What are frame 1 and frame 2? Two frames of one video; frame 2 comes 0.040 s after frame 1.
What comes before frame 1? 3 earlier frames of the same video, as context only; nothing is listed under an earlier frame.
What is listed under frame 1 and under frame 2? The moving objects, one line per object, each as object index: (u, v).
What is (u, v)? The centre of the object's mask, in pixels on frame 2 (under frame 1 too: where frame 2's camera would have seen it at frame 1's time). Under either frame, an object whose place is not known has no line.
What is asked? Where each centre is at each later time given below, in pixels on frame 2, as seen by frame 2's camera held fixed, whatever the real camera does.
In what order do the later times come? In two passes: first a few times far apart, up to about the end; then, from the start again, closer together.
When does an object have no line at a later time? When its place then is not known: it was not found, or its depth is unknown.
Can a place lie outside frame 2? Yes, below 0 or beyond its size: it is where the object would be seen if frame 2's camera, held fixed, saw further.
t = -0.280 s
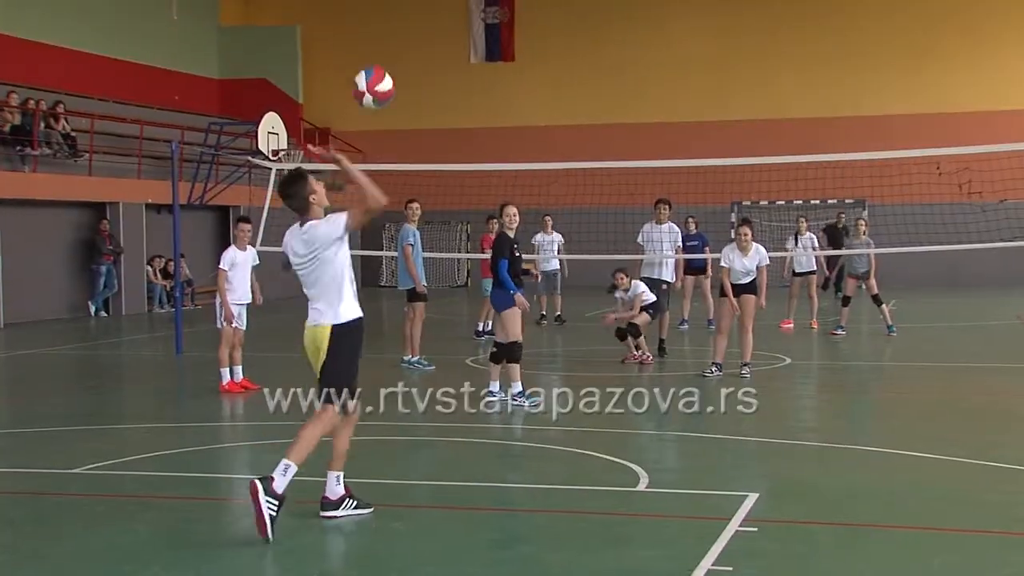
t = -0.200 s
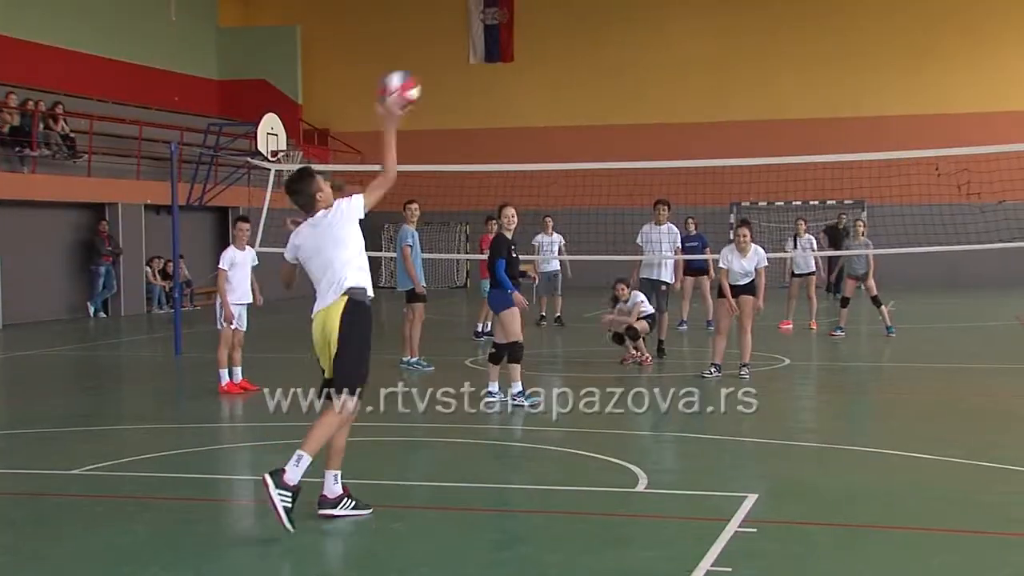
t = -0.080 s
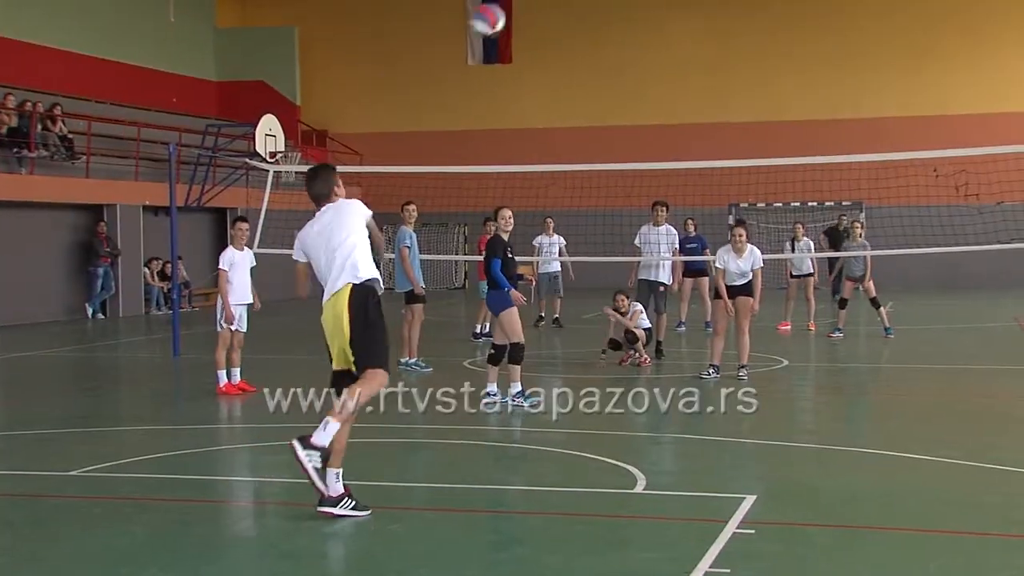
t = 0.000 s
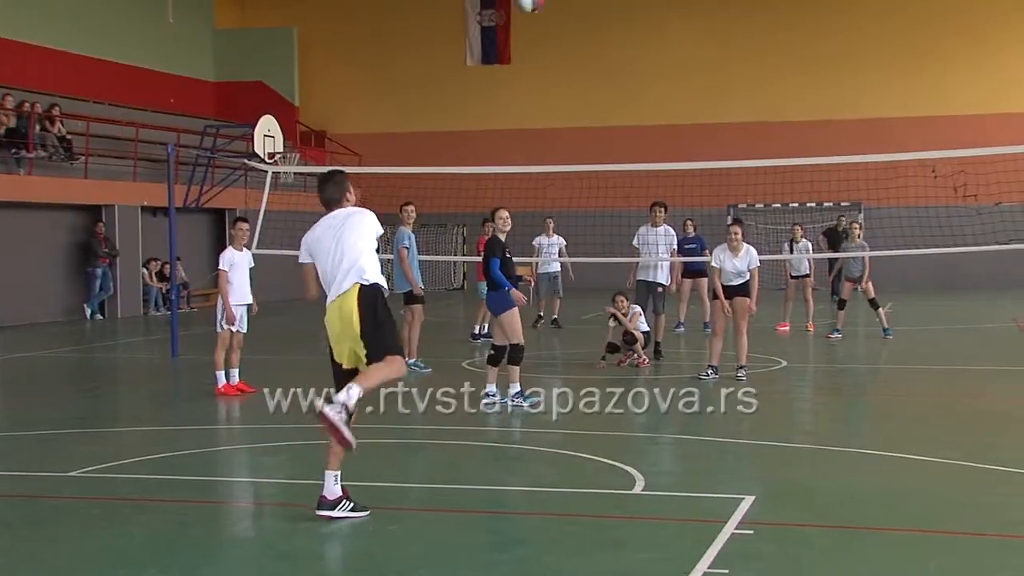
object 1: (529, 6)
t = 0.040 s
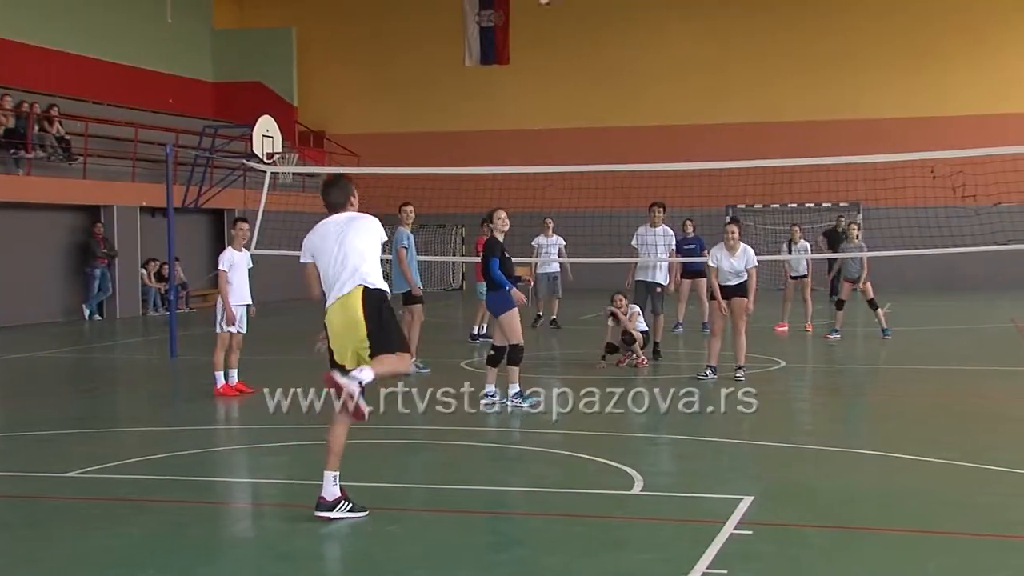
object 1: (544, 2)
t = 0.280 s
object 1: (632, 0)
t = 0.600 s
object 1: (712, 77)
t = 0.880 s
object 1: (757, 185)
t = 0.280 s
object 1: (632, 0)
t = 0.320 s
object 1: (644, 2)
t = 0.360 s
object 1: (654, 7)
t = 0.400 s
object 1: (666, 17)
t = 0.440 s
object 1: (676, 27)
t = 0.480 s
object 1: (685, 36)
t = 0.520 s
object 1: (694, 50)
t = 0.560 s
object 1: (704, 63)
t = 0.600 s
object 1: (712, 77)
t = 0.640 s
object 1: (720, 91)
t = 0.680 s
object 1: (727, 106)
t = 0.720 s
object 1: (734, 121)
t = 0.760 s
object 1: (740, 137)
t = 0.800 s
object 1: (746, 152)
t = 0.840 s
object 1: (753, 171)
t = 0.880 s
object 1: (757, 185)
